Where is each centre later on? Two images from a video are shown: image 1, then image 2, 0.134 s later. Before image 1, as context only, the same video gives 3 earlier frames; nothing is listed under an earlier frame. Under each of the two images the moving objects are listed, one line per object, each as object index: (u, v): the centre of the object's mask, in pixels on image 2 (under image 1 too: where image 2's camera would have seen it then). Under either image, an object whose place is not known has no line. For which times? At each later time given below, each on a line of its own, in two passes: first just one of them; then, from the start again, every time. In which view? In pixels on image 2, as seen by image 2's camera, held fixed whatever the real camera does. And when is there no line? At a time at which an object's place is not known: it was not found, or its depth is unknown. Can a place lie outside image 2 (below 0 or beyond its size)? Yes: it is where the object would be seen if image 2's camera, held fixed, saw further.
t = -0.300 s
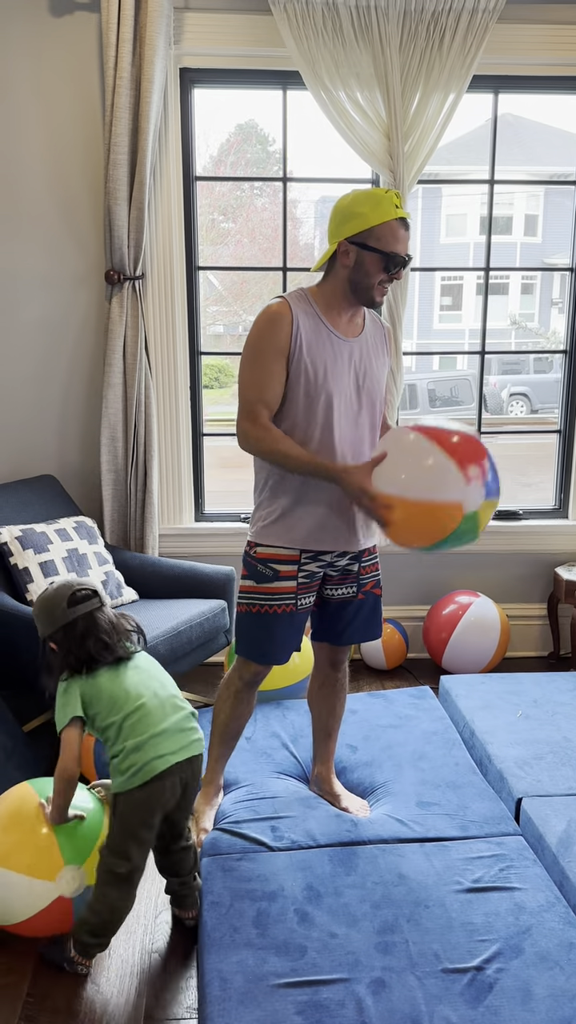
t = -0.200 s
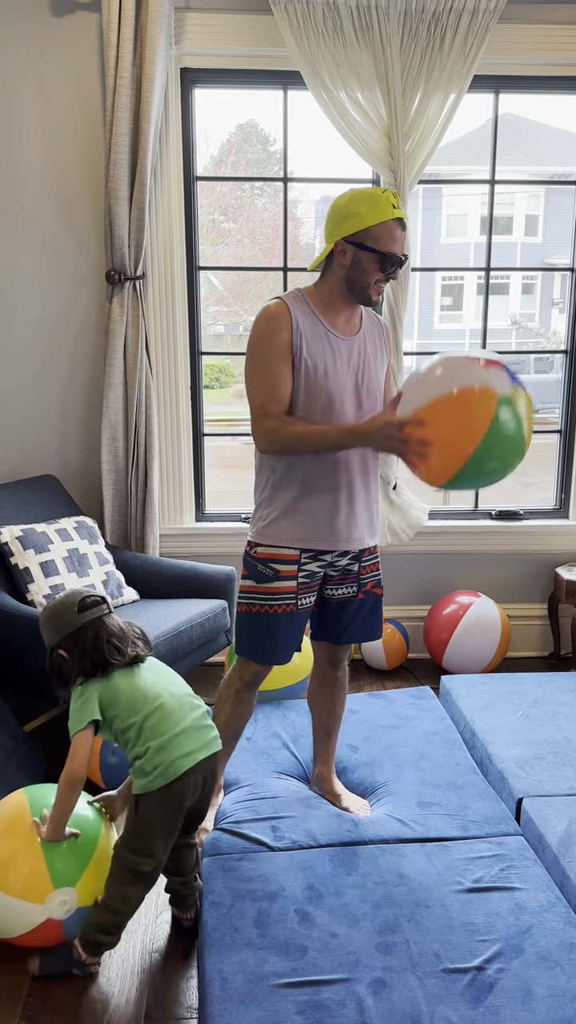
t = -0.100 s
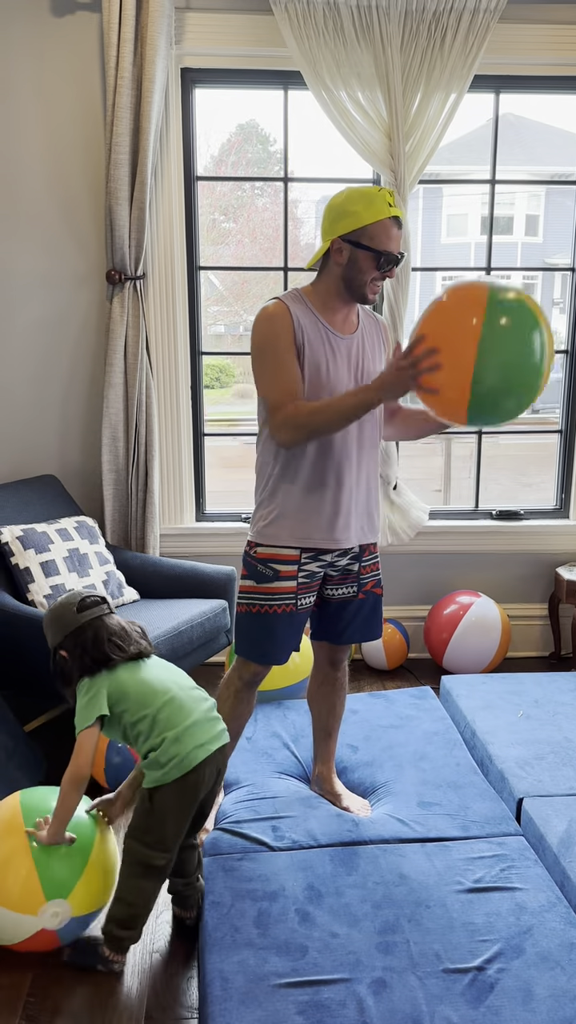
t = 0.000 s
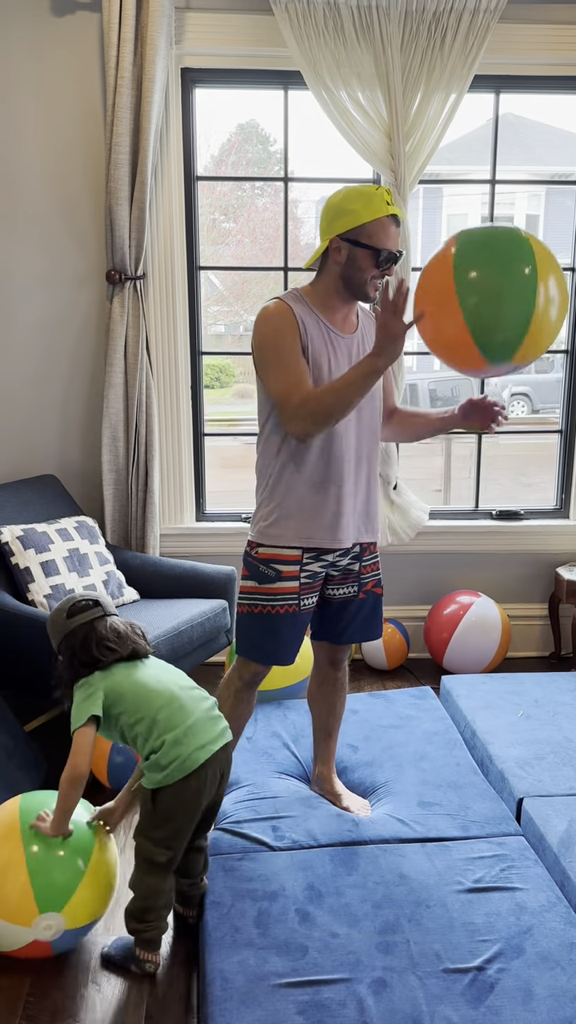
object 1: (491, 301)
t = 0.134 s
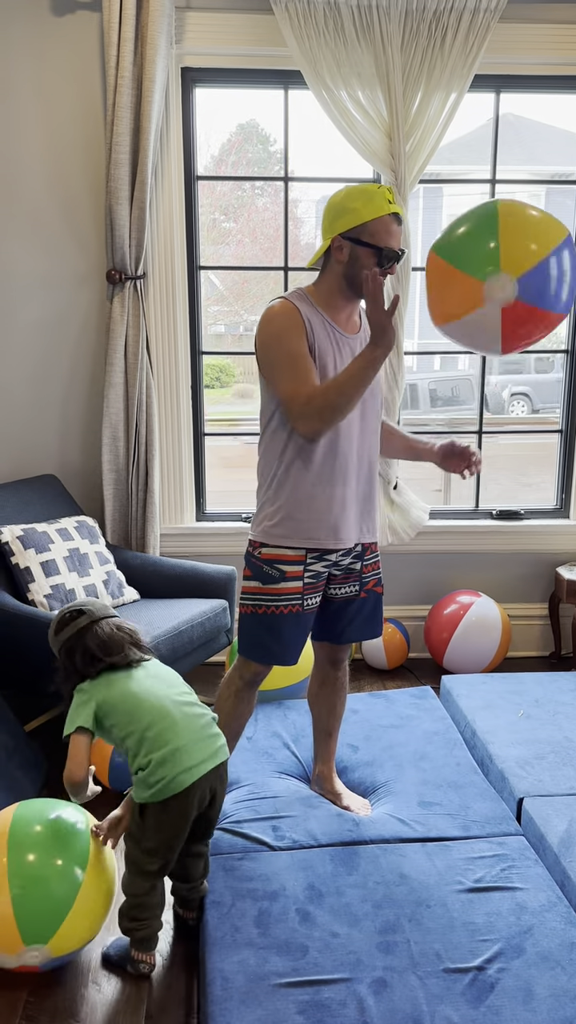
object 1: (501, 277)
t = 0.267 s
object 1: (506, 310)
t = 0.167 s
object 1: (503, 280)
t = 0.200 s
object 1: (504, 286)
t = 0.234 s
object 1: (505, 296)
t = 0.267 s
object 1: (506, 310)
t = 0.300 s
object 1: (507, 326)
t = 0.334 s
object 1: (508, 346)
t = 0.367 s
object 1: (509, 369)
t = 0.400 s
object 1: (510, 394)
